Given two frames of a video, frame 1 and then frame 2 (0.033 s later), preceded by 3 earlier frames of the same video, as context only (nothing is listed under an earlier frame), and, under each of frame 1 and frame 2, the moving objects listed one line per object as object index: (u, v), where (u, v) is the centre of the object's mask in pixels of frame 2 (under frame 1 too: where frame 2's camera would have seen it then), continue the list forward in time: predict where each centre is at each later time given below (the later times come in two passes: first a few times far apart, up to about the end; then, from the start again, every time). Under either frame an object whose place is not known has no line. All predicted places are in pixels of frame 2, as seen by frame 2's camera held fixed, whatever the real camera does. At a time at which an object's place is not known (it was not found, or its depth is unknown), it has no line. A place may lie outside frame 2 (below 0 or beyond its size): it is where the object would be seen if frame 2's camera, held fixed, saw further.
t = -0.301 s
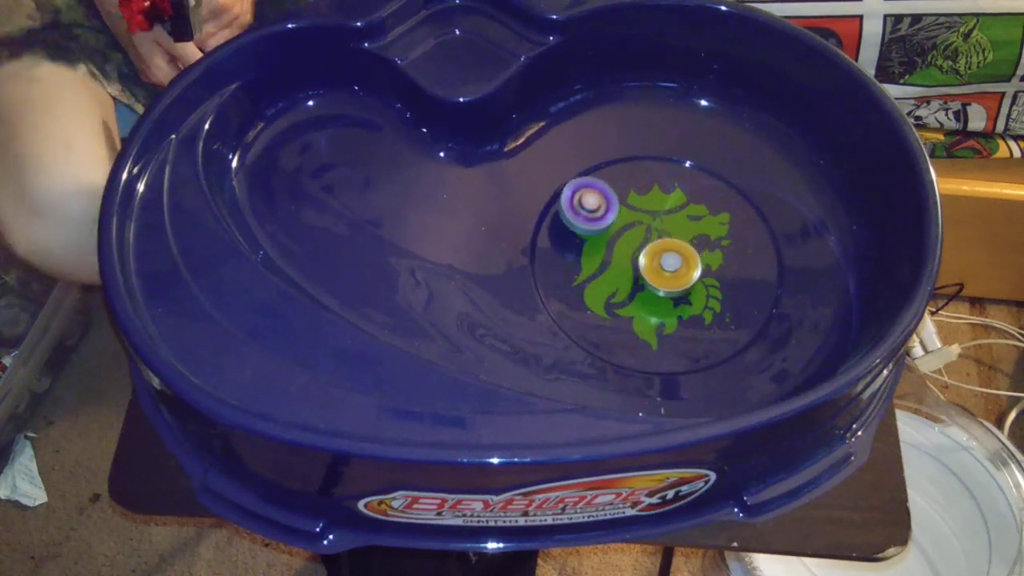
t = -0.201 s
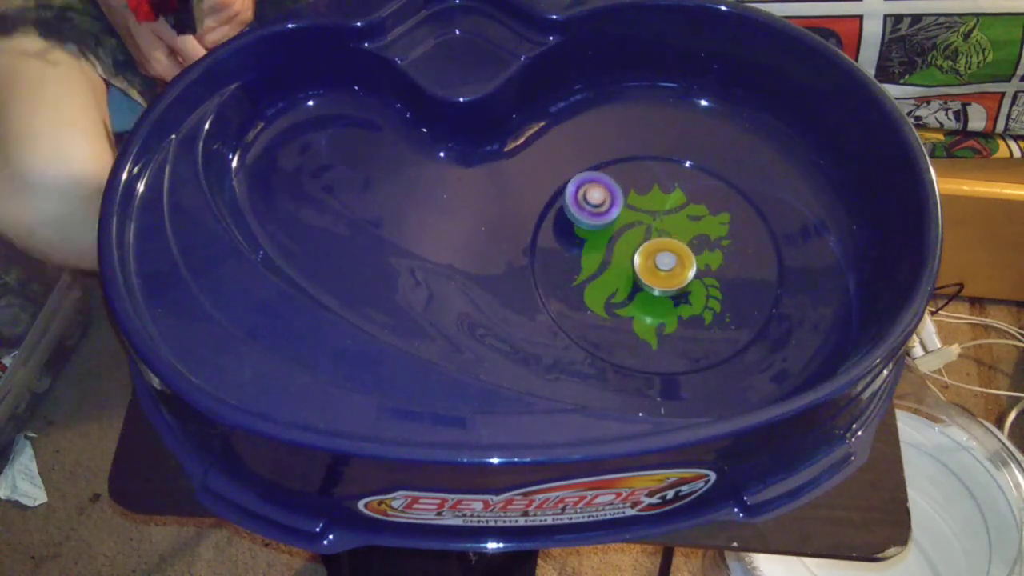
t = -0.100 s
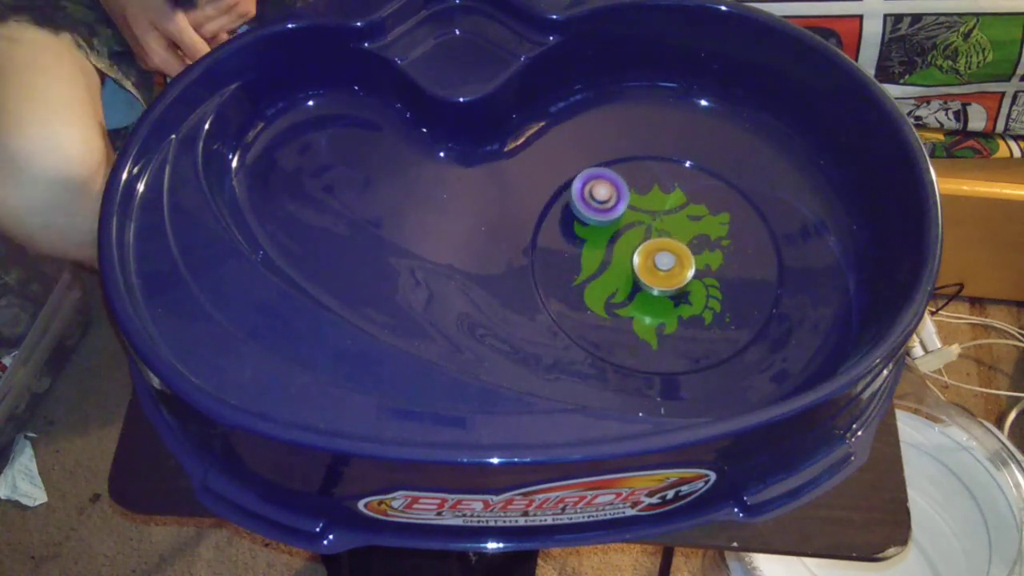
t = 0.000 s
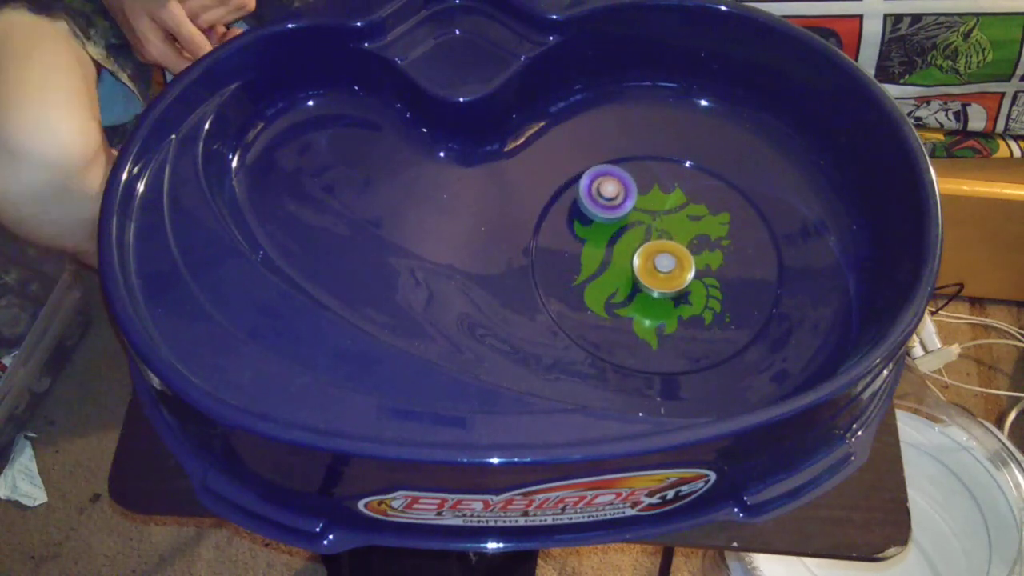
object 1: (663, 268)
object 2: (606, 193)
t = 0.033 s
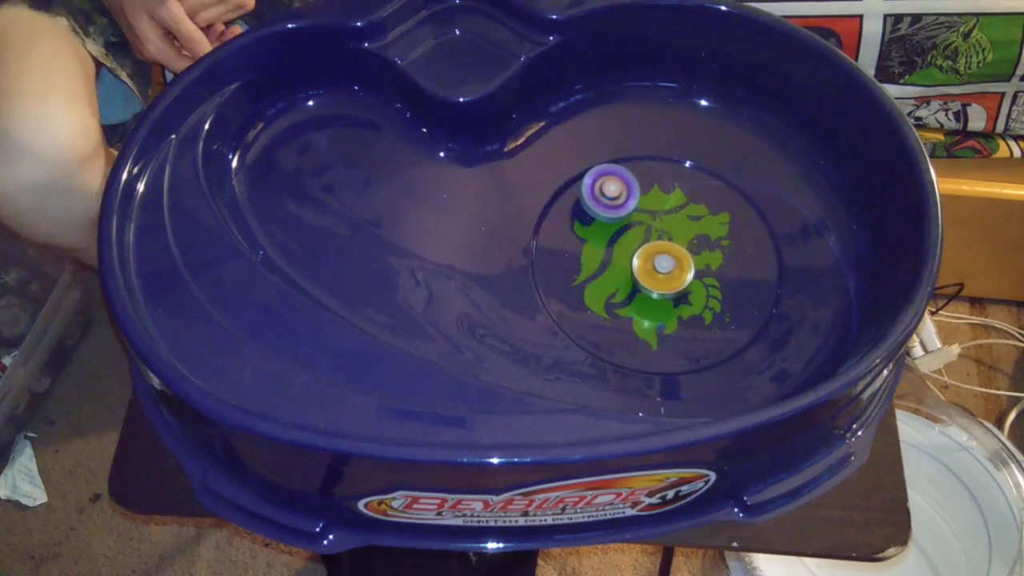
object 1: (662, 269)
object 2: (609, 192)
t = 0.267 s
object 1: (650, 270)
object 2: (632, 193)
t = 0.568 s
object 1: (642, 266)
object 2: (669, 207)
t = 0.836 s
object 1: (635, 265)
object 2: (707, 227)
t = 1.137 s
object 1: (632, 257)
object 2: (731, 247)
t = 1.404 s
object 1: (633, 251)
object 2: (729, 261)
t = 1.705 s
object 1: (635, 243)
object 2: (705, 282)
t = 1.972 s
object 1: (639, 240)
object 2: (671, 304)
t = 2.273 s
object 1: (645, 241)
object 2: (643, 313)
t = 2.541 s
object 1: (654, 243)
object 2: (621, 304)
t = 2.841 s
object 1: (656, 242)
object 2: (599, 280)
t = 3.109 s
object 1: (659, 252)
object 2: (588, 249)
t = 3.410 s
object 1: (656, 257)
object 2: (590, 214)
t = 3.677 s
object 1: (666, 261)
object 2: (599, 199)
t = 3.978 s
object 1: (656, 259)
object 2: (617, 198)
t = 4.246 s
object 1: (650, 263)
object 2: (646, 207)
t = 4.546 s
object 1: (650, 324)
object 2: (683, 183)
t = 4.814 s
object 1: (684, 307)
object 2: (683, 191)
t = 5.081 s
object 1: (662, 271)
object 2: (694, 223)
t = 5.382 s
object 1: (602, 275)
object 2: (713, 249)
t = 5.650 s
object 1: (595, 275)
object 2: (708, 271)
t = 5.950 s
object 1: (607, 257)
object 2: (683, 292)
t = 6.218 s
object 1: (610, 236)
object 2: (654, 301)
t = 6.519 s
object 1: (620, 226)
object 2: (625, 297)
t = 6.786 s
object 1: (637, 221)
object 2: (604, 285)
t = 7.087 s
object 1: (656, 232)
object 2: (593, 261)
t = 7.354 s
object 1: (675, 239)
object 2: (595, 240)
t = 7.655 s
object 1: (678, 250)
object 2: (605, 216)
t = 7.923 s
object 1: (670, 268)
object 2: (617, 209)
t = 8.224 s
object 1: (674, 280)
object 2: (640, 209)
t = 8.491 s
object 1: (654, 274)
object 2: (660, 217)
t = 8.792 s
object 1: (636, 273)
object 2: (678, 232)
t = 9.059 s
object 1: (587, 291)
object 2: (697, 237)
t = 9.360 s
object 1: (610, 303)
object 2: (692, 250)
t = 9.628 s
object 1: (619, 261)
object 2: (683, 265)
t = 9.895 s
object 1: (556, 229)
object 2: (702, 274)
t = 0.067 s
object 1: (661, 270)
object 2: (612, 192)
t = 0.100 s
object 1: (660, 271)
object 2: (616, 192)
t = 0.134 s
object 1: (658, 271)
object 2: (618, 192)
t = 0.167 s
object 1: (656, 271)
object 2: (622, 192)
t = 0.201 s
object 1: (654, 270)
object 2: (625, 192)
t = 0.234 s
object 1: (652, 270)
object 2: (628, 192)
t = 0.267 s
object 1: (650, 270)
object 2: (632, 193)
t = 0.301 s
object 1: (648, 269)
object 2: (635, 194)
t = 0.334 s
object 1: (647, 268)
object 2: (639, 194)
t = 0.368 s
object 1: (646, 268)
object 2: (643, 196)
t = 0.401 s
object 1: (645, 267)
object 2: (647, 197)
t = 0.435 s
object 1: (644, 267)
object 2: (651, 199)
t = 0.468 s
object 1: (644, 267)
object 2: (655, 201)
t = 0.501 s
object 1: (643, 267)
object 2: (660, 203)
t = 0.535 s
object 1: (643, 267)
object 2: (665, 205)
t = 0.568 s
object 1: (642, 266)
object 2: (669, 207)
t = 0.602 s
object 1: (642, 267)
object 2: (674, 210)
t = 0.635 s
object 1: (641, 267)
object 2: (679, 212)
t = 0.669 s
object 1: (641, 267)
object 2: (683, 215)
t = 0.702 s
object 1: (640, 267)
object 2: (688, 217)
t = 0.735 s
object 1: (639, 267)
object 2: (693, 220)
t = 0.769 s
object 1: (637, 267)
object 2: (698, 222)
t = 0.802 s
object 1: (636, 266)
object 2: (702, 224)
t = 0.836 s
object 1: (635, 265)
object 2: (707, 227)
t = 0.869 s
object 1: (634, 265)
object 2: (711, 229)
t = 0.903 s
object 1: (633, 264)
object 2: (715, 231)
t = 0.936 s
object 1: (633, 263)
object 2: (719, 234)
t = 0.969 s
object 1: (632, 261)
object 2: (722, 236)
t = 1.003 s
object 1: (632, 260)
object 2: (724, 239)
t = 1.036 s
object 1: (632, 259)
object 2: (726, 241)
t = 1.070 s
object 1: (632, 259)
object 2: (728, 243)
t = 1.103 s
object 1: (632, 258)
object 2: (730, 245)
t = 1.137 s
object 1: (632, 257)
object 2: (731, 247)
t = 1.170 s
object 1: (632, 256)
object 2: (732, 248)
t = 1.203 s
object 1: (632, 255)
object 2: (733, 250)
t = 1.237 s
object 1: (633, 255)
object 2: (733, 252)
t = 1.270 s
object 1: (633, 254)
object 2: (733, 254)
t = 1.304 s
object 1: (633, 253)
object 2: (732, 255)
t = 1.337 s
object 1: (633, 252)
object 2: (732, 257)
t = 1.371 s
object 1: (633, 251)
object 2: (731, 259)
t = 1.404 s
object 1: (633, 251)
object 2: (729, 261)
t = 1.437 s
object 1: (633, 250)
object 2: (728, 263)
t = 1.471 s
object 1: (633, 249)
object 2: (726, 265)
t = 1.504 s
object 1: (633, 248)
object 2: (724, 267)
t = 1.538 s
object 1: (633, 248)
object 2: (722, 270)
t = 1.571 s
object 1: (634, 247)
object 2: (719, 272)
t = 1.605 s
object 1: (634, 246)
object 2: (716, 274)
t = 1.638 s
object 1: (634, 245)
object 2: (713, 277)
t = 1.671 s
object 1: (634, 244)
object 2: (709, 279)
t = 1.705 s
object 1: (635, 243)
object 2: (705, 282)
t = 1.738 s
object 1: (636, 243)
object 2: (702, 285)
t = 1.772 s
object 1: (637, 242)
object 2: (698, 288)
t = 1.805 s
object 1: (638, 242)
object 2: (693, 290)
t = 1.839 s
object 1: (639, 242)
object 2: (689, 293)
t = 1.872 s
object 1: (639, 242)
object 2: (685, 296)
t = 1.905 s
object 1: (639, 241)
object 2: (680, 298)
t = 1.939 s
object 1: (639, 240)
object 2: (676, 301)
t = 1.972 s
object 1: (639, 240)
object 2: (671, 304)
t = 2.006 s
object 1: (640, 239)
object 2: (667, 306)
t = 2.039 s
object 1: (641, 238)
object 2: (663, 308)
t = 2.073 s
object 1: (642, 238)
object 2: (659, 309)
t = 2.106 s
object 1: (643, 238)
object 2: (657, 311)
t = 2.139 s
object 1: (644, 239)
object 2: (654, 312)
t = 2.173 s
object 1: (644, 240)
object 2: (651, 313)
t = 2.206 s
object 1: (645, 240)
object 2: (648, 313)
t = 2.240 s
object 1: (645, 241)
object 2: (645, 313)
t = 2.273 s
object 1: (645, 241)
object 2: (643, 313)
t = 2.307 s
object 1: (644, 241)
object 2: (640, 313)
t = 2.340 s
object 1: (645, 241)
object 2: (637, 312)
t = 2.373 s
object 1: (645, 241)
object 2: (634, 311)
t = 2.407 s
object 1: (647, 241)
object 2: (632, 310)
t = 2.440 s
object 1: (648, 241)
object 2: (629, 309)
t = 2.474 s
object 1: (650, 241)
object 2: (626, 308)
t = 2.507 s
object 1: (652, 242)
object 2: (624, 306)
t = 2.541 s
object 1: (654, 243)
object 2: (621, 304)
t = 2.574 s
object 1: (656, 245)
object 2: (618, 302)
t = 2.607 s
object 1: (657, 246)
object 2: (615, 300)
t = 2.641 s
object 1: (657, 248)
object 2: (613, 298)
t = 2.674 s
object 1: (657, 248)
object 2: (611, 295)
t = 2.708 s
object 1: (656, 247)
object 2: (608, 292)
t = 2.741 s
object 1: (656, 247)
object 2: (605, 289)
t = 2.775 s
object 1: (655, 245)
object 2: (603, 286)
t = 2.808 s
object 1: (655, 244)
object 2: (601, 283)
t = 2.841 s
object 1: (656, 242)
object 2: (599, 280)
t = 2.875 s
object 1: (656, 241)
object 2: (596, 276)
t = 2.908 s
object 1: (657, 240)
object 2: (594, 272)
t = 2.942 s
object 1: (659, 240)
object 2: (592, 269)
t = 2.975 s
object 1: (660, 241)
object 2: (591, 265)
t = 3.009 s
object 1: (660, 243)
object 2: (590, 261)
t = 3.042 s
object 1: (660, 246)
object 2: (589, 257)
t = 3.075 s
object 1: (660, 249)
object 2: (589, 253)
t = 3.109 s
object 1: (659, 252)
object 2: (588, 249)
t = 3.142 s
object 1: (657, 254)
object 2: (588, 245)
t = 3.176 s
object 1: (655, 256)
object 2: (588, 241)
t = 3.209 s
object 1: (654, 257)
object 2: (588, 237)
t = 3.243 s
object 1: (653, 258)
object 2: (588, 232)
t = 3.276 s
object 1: (652, 258)
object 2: (588, 228)
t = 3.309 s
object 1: (653, 258)
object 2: (589, 224)
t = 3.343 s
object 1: (653, 258)
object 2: (589, 220)
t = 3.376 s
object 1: (655, 258)
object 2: (590, 217)
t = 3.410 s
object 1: (656, 257)
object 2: (590, 214)
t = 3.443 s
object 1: (658, 258)
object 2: (591, 211)
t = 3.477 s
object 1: (660, 258)
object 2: (592, 209)
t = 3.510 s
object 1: (662, 258)
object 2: (593, 207)
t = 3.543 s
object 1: (664, 259)
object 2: (594, 205)
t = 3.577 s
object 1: (665, 259)
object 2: (595, 203)
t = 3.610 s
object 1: (666, 260)
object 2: (596, 201)
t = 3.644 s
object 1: (666, 261)
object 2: (597, 200)
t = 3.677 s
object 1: (666, 261)
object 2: (599, 199)
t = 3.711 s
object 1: (665, 262)
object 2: (600, 198)
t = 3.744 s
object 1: (664, 262)
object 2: (602, 197)
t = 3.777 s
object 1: (662, 261)
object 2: (603, 197)
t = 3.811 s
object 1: (661, 261)
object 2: (605, 196)
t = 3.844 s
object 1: (659, 260)
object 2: (607, 196)
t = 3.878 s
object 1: (658, 260)
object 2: (609, 197)
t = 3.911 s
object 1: (657, 259)
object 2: (612, 197)
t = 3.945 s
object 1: (656, 259)
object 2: (614, 197)
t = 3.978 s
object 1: (656, 259)
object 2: (617, 198)
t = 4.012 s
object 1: (655, 259)
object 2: (620, 199)
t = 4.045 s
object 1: (655, 259)
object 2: (623, 200)
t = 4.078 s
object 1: (654, 260)
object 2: (626, 201)
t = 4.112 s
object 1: (653, 260)
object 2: (629, 202)
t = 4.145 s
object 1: (652, 262)
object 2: (633, 203)
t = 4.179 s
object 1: (652, 262)
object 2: (637, 204)
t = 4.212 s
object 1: (651, 263)
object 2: (641, 206)
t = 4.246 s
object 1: (650, 263)
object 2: (646, 207)
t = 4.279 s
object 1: (649, 263)
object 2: (651, 208)
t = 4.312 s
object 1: (647, 270)
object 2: (659, 203)
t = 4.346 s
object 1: (643, 284)
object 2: (666, 196)
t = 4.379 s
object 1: (640, 296)
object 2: (672, 190)
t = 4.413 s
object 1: (639, 306)
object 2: (677, 187)
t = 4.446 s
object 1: (640, 313)
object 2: (680, 186)
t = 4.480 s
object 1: (642, 318)
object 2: (682, 185)
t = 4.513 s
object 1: (646, 322)
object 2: (683, 184)
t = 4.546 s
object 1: (650, 324)
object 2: (683, 183)
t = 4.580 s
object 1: (654, 326)
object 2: (684, 183)
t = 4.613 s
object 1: (660, 326)
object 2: (683, 183)
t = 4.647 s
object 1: (665, 325)
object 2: (683, 183)
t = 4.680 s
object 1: (669, 323)
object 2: (683, 184)
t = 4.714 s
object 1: (674, 319)
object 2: (682, 185)
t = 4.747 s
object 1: (678, 316)
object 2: (682, 187)
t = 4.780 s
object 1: (681, 312)
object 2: (682, 189)
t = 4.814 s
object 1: (684, 307)
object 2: (683, 191)
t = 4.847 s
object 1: (685, 302)
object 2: (683, 194)
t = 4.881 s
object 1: (685, 297)
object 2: (684, 197)
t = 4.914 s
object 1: (684, 291)
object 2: (685, 201)
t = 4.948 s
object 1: (681, 287)
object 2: (687, 205)
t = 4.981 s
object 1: (678, 283)
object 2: (689, 209)
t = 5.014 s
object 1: (674, 278)
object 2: (690, 214)
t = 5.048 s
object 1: (668, 274)
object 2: (692, 220)
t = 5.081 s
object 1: (662, 271)
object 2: (694, 223)
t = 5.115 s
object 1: (654, 269)
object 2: (698, 227)
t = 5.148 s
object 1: (644, 270)
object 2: (702, 229)
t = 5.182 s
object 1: (636, 270)
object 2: (705, 232)
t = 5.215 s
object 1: (629, 270)
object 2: (707, 235)
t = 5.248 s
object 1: (622, 271)
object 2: (709, 239)
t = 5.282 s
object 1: (616, 272)
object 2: (710, 241)
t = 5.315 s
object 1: (611, 273)
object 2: (711, 244)
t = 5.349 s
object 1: (607, 274)
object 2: (712, 246)
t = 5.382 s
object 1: (602, 275)
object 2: (713, 249)
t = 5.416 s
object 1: (598, 275)
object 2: (713, 252)
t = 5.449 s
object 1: (596, 276)
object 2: (713, 255)
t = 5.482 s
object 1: (594, 276)
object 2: (713, 258)
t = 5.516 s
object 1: (593, 276)
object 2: (713, 260)
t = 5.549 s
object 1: (593, 276)
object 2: (712, 263)
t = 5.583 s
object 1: (593, 276)
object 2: (711, 265)
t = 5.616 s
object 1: (594, 275)
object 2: (710, 268)
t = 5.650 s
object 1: (595, 275)
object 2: (708, 271)
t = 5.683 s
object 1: (596, 274)
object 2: (706, 273)
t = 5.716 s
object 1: (598, 272)
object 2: (704, 276)
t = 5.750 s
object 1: (599, 271)
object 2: (702, 278)
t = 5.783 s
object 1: (601, 269)
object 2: (699, 281)
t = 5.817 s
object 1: (602, 268)
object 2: (696, 284)
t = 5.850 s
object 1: (603, 265)
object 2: (693, 286)
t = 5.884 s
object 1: (605, 263)
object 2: (690, 289)
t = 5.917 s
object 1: (606, 260)
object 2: (686, 291)
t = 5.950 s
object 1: (607, 257)
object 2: (683, 292)
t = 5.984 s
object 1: (607, 255)
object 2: (679, 294)
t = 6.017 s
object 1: (608, 252)
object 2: (675, 295)
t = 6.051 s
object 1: (608, 249)
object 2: (672, 297)
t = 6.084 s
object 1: (608, 246)
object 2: (668, 298)
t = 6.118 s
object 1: (609, 243)
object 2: (664, 299)
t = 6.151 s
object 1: (609, 240)
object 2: (661, 300)
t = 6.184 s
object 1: (610, 238)
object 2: (657, 300)
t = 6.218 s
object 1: (610, 236)
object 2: (654, 301)
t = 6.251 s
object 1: (611, 234)
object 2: (651, 301)
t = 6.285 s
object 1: (611, 232)
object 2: (647, 301)
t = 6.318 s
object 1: (612, 231)
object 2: (644, 301)
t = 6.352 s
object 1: (613, 230)
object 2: (641, 301)
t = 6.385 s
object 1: (614, 229)
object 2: (638, 300)
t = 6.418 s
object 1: (616, 228)
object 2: (635, 300)
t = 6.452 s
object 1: (617, 228)
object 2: (632, 299)
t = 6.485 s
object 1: (618, 227)
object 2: (628, 298)
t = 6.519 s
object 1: (620, 226)
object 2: (625, 297)
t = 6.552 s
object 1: (622, 225)
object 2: (621, 296)
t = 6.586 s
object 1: (624, 224)
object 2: (619, 295)
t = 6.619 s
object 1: (626, 223)
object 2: (616, 294)
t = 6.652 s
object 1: (629, 221)
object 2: (613, 292)
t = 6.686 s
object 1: (631, 221)
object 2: (611, 291)
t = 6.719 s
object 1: (633, 221)
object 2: (608, 289)
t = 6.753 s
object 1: (635, 221)
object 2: (606, 287)
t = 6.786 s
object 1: (637, 221)
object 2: (604, 285)
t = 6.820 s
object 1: (639, 222)
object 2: (602, 283)
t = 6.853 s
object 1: (641, 222)
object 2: (600, 280)
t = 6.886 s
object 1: (642, 224)
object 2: (599, 278)
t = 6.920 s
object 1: (645, 225)
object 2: (597, 275)
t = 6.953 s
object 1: (647, 226)
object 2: (596, 272)
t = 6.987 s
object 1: (649, 228)
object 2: (595, 269)
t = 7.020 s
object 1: (651, 229)
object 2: (594, 266)
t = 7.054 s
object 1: (654, 230)
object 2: (593, 264)
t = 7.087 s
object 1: (656, 232)
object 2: (593, 261)
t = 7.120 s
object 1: (659, 233)
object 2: (593, 258)
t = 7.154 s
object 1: (661, 234)
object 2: (593, 255)
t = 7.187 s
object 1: (664, 234)
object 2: (593, 253)
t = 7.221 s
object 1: (666, 235)
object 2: (593, 250)
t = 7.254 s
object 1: (669, 237)
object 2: (593, 247)
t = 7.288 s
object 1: (671, 238)
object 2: (594, 245)
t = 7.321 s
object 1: (673, 239)
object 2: (594, 242)
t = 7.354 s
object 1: (675, 239)
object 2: (595, 240)
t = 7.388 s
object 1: (677, 240)
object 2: (596, 237)
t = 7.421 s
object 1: (678, 241)
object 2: (596, 234)
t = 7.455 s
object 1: (679, 242)
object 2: (597, 231)
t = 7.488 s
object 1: (680, 243)
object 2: (598, 228)
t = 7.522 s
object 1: (680, 244)
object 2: (599, 226)
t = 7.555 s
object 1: (680, 245)
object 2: (600, 223)
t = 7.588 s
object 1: (680, 247)
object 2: (602, 221)
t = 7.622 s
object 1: (679, 248)
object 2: (603, 218)
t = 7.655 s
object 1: (678, 250)
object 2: (605, 216)
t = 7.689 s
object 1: (677, 251)
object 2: (607, 215)
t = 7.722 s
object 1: (675, 253)
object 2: (609, 213)
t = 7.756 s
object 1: (674, 255)
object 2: (610, 212)
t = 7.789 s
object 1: (673, 257)
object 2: (612, 211)
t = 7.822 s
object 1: (671, 260)
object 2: (613, 210)
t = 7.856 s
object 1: (671, 262)
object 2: (614, 210)
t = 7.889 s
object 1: (670, 265)
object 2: (616, 210)
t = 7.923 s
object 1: (670, 268)
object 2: (617, 209)
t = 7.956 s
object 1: (670, 270)
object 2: (618, 208)
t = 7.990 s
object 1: (670, 272)
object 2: (620, 208)
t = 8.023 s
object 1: (671, 274)
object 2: (621, 207)
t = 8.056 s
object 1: (672, 276)
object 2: (624, 207)
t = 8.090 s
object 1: (672, 277)
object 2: (627, 207)
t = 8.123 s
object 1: (673, 279)
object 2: (630, 207)
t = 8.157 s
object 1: (674, 279)
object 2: (633, 207)
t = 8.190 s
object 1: (674, 280)
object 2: (637, 208)
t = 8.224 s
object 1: (674, 280)
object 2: (640, 209)
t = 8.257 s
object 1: (673, 279)
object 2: (643, 210)
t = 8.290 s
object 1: (672, 278)
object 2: (646, 211)
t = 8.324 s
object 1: (670, 277)
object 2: (648, 212)
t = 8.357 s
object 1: (668, 276)
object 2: (651, 213)
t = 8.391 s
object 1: (664, 275)
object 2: (653, 214)
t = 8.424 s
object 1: (661, 274)
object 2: (656, 215)
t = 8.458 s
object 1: (658, 274)
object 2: (658, 216)
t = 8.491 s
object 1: (654, 274)
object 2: (660, 217)
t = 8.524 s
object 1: (651, 274)
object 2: (663, 218)
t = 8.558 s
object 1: (648, 275)
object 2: (665, 220)
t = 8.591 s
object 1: (646, 275)
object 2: (668, 222)
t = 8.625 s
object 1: (644, 275)
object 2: (670, 224)
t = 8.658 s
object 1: (642, 275)
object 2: (672, 226)
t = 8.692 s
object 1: (640, 275)
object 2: (674, 227)
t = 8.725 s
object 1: (639, 275)
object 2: (676, 229)
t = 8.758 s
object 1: (637, 274)
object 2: (677, 230)
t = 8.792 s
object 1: (636, 273)
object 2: (678, 232)
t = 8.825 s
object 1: (634, 272)
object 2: (678, 234)
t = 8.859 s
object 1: (632, 271)
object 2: (679, 236)
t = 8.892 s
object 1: (627, 270)
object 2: (681, 238)
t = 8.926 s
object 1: (614, 275)
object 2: (689, 236)
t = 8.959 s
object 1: (604, 280)
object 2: (694, 235)
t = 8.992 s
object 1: (596, 283)
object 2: (696, 236)
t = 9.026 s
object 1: (591, 288)
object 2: (697, 236)
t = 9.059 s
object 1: (587, 291)
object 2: (697, 237)
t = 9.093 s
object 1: (586, 296)
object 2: (698, 238)
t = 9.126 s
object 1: (587, 299)
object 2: (698, 239)
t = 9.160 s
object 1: (588, 303)
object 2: (697, 241)
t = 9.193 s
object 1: (591, 306)
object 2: (698, 242)
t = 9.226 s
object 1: (594, 308)
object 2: (697, 244)
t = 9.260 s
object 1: (599, 308)
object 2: (696, 245)
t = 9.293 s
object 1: (602, 308)
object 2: (695, 247)
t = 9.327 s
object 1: (606, 306)
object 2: (694, 248)
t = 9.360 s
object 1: (610, 303)
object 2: (692, 250)
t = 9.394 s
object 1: (613, 298)
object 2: (691, 252)
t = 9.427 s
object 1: (615, 293)
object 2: (690, 253)
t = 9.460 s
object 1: (617, 287)
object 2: (689, 255)
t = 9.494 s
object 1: (618, 281)
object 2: (688, 257)
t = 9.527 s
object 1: (618, 276)
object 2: (686, 259)
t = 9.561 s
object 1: (618, 271)
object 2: (685, 261)
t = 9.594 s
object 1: (619, 265)
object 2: (684, 263)
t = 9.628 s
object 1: (619, 261)
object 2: (683, 265)
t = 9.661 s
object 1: (610, 254)
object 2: (689, 268)
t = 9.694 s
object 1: (597, 247)
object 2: (698, 272)
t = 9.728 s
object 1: (586, 241)
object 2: (703, 274)
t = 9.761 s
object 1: (577, 237)
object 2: (705, 275)
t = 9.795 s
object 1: (571, 233)
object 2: (705, 276)
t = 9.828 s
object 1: (566, 231)
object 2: (704, 275)
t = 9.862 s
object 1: (561, 230)
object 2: (703, 275)
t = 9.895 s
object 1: (556, 229)
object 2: (702, 274)
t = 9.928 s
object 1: (552, 229)
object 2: (701, 274)
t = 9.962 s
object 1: (548, 228)
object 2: (699, 274)
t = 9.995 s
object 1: (545, 229)
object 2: (697, 275)
